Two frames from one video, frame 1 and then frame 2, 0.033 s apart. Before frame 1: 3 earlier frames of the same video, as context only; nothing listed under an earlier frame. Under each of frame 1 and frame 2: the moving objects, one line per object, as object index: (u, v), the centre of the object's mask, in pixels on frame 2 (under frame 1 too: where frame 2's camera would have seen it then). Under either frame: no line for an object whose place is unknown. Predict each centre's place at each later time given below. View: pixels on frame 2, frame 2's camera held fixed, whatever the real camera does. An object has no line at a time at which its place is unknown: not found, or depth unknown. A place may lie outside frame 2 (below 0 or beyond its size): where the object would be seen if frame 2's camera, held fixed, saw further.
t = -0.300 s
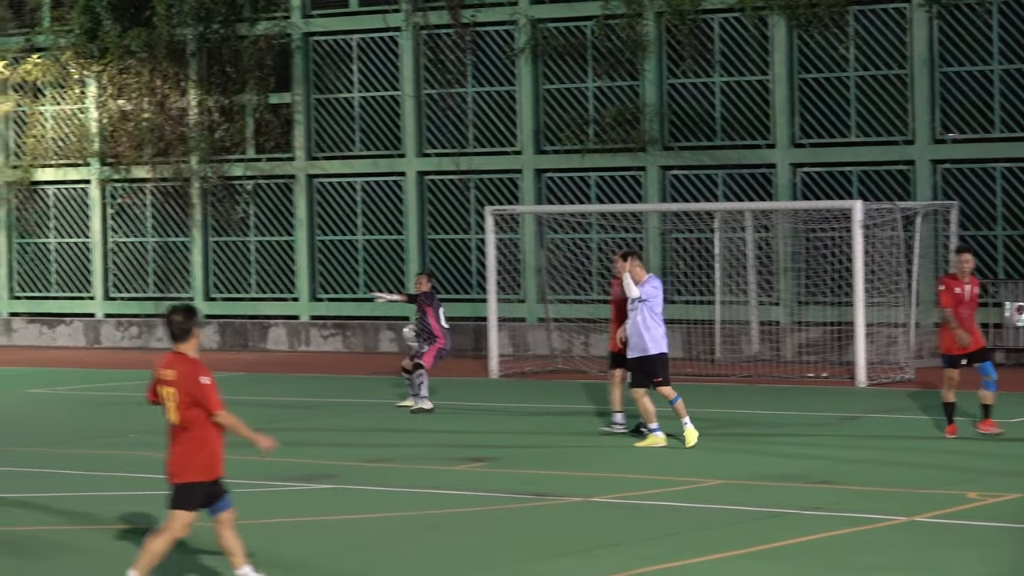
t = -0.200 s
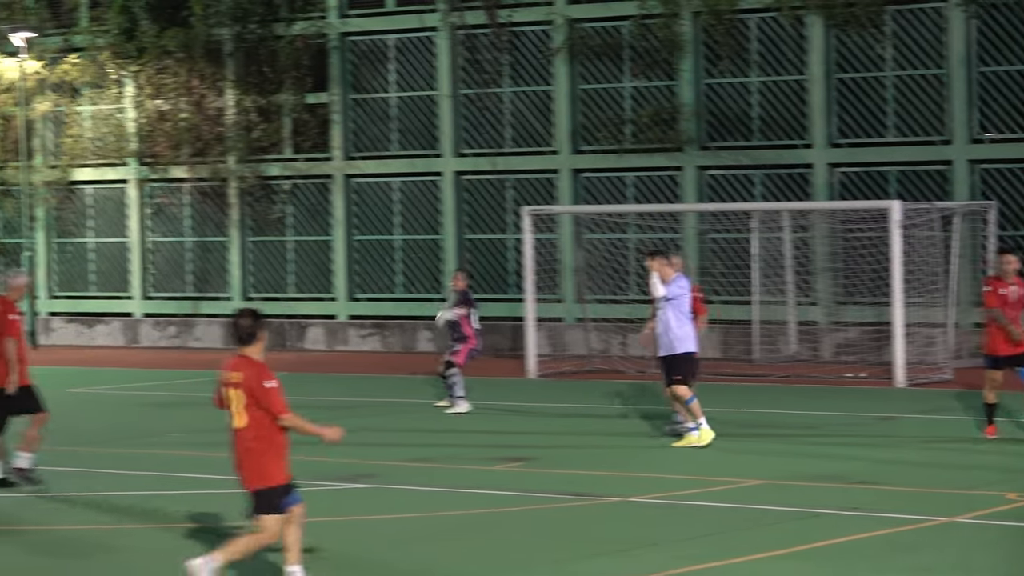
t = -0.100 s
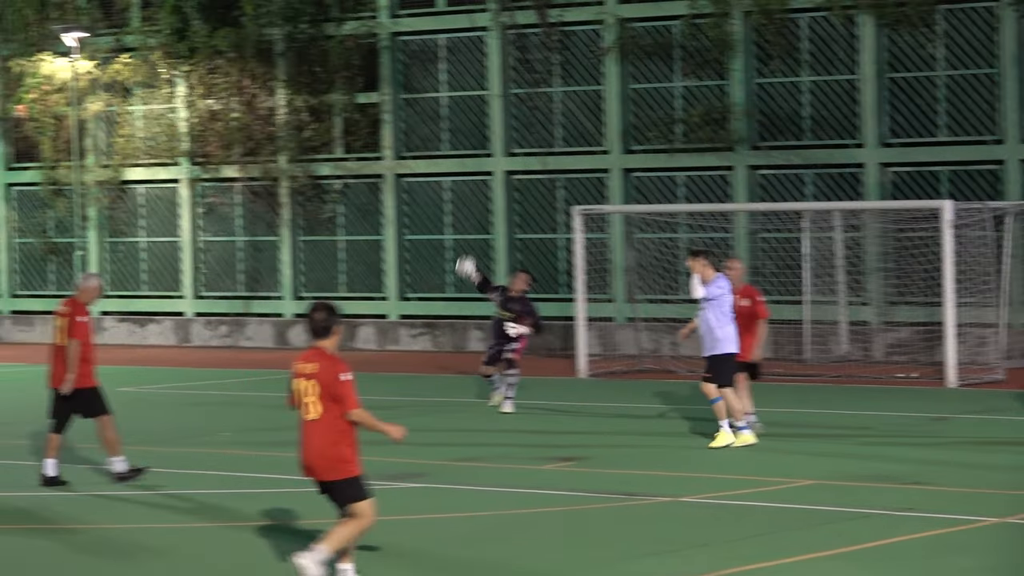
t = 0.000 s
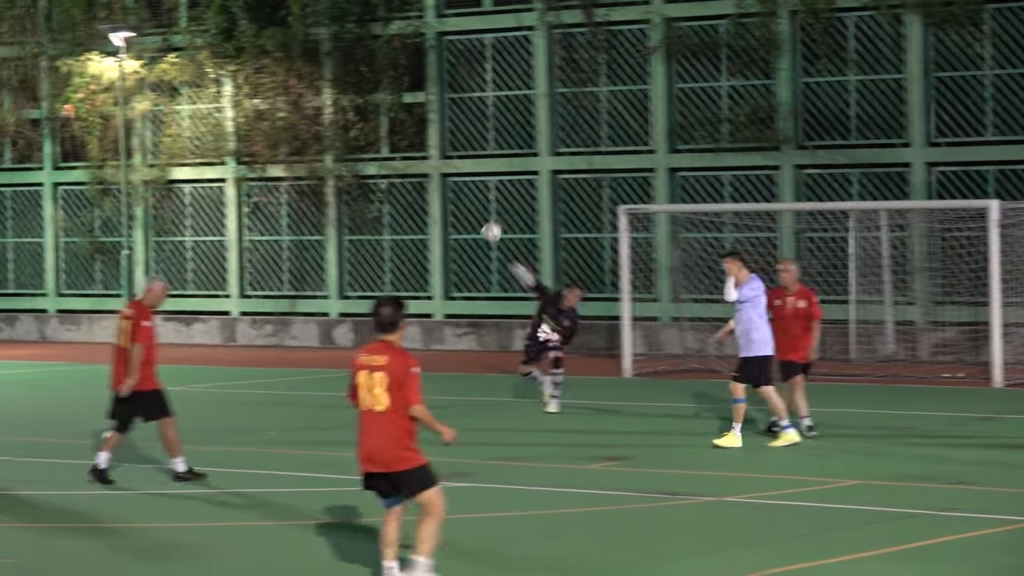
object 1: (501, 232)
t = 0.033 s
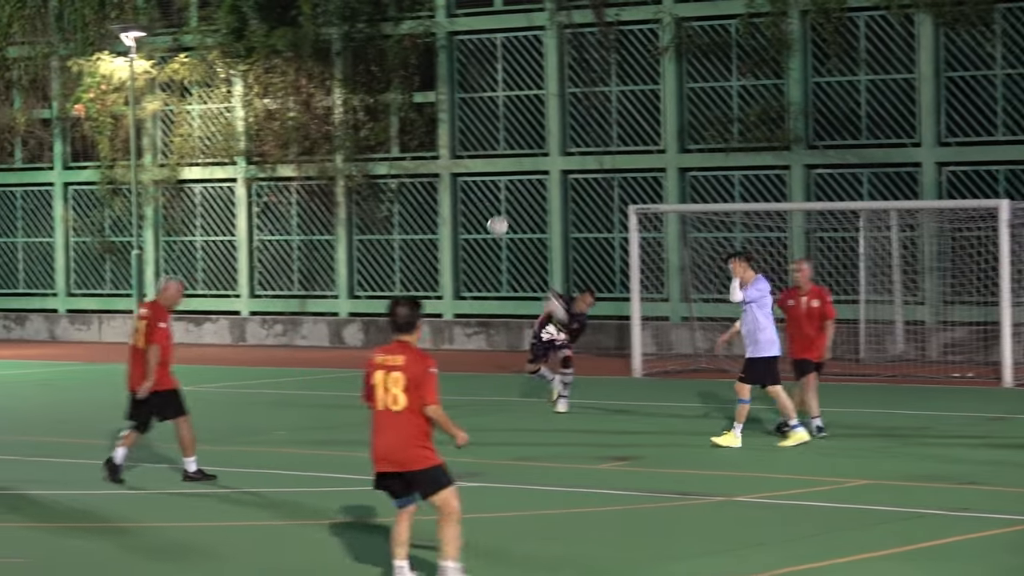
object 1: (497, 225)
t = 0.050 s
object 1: (496, 223)
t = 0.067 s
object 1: (494, 220)
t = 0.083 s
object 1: (492, 218)
